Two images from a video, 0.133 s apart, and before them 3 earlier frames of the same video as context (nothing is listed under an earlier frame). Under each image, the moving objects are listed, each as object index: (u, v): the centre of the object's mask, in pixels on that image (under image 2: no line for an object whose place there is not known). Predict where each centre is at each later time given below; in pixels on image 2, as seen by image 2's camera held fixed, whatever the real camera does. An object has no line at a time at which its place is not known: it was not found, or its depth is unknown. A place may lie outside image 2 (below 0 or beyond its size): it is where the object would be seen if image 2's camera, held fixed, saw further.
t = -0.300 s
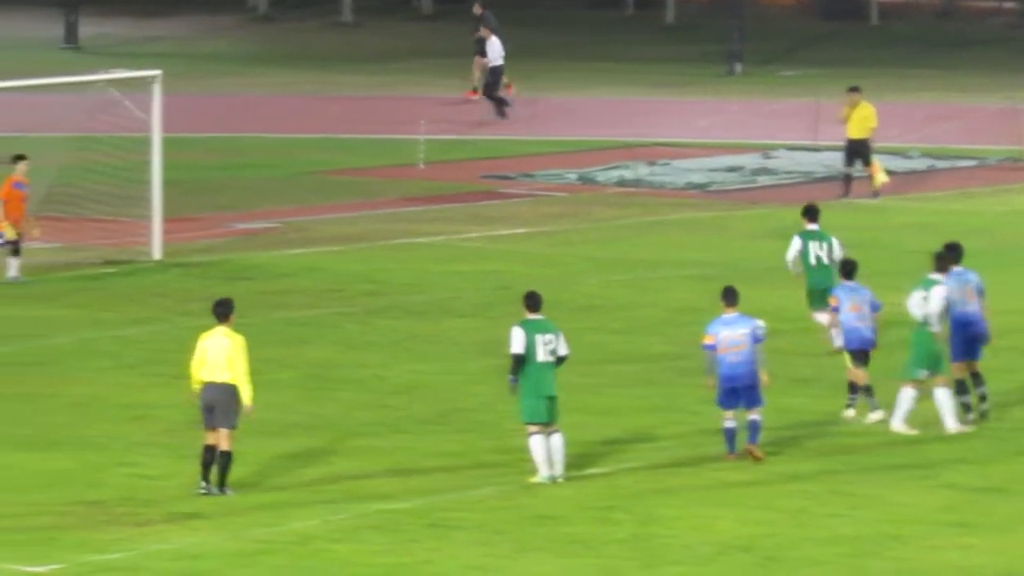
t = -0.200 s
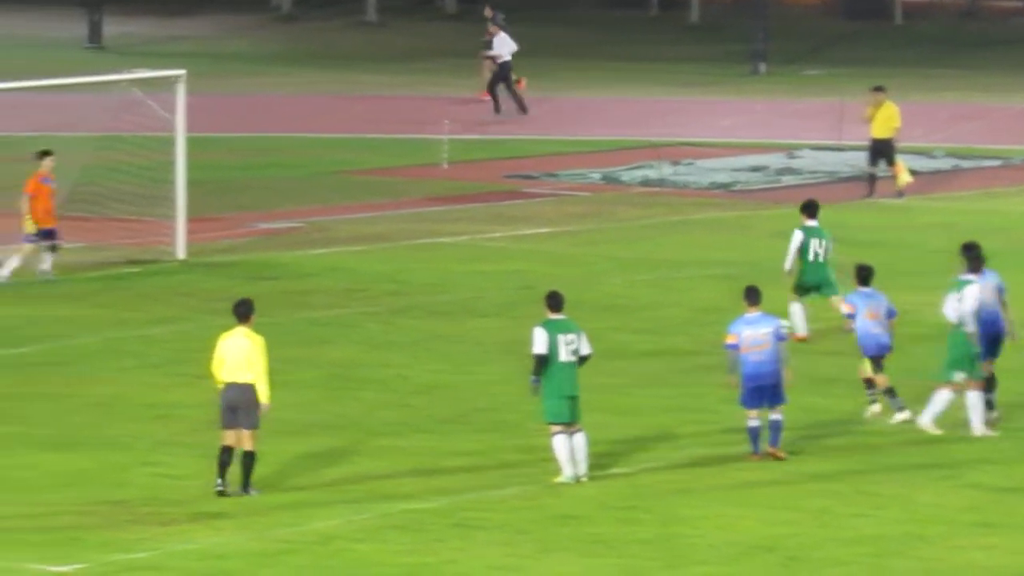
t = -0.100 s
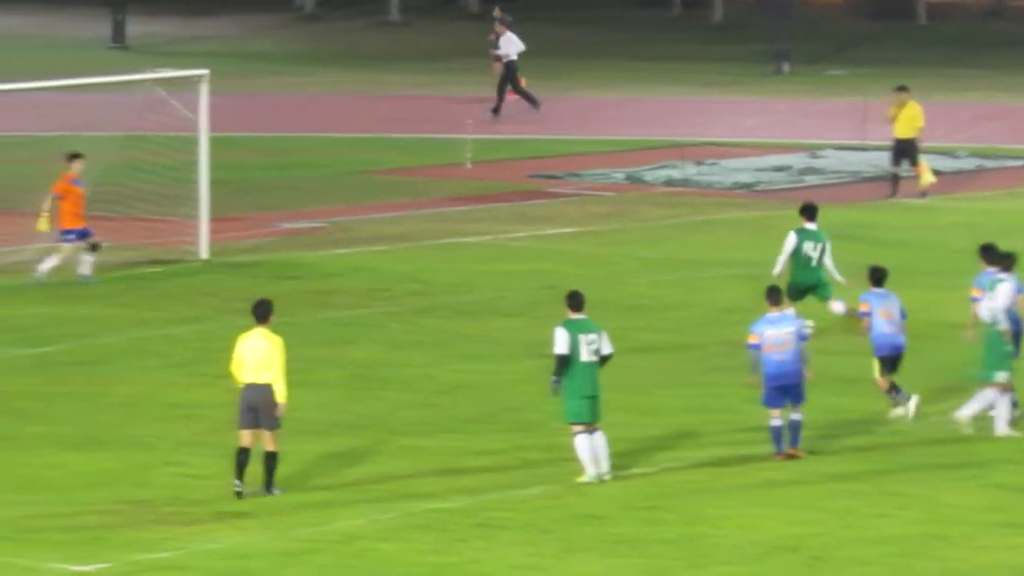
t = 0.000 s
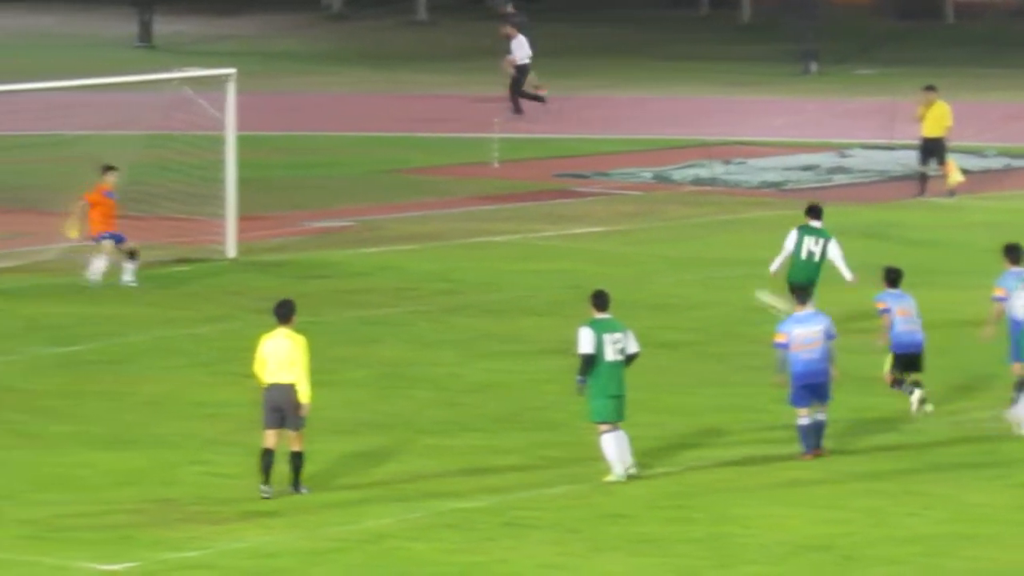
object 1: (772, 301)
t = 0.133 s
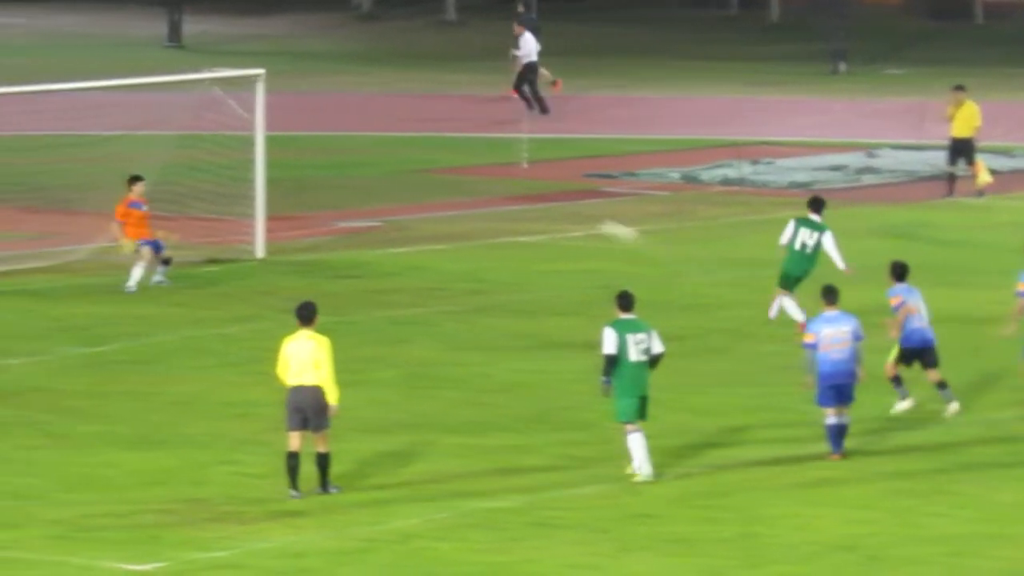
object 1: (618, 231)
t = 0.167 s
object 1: (578, 217)
